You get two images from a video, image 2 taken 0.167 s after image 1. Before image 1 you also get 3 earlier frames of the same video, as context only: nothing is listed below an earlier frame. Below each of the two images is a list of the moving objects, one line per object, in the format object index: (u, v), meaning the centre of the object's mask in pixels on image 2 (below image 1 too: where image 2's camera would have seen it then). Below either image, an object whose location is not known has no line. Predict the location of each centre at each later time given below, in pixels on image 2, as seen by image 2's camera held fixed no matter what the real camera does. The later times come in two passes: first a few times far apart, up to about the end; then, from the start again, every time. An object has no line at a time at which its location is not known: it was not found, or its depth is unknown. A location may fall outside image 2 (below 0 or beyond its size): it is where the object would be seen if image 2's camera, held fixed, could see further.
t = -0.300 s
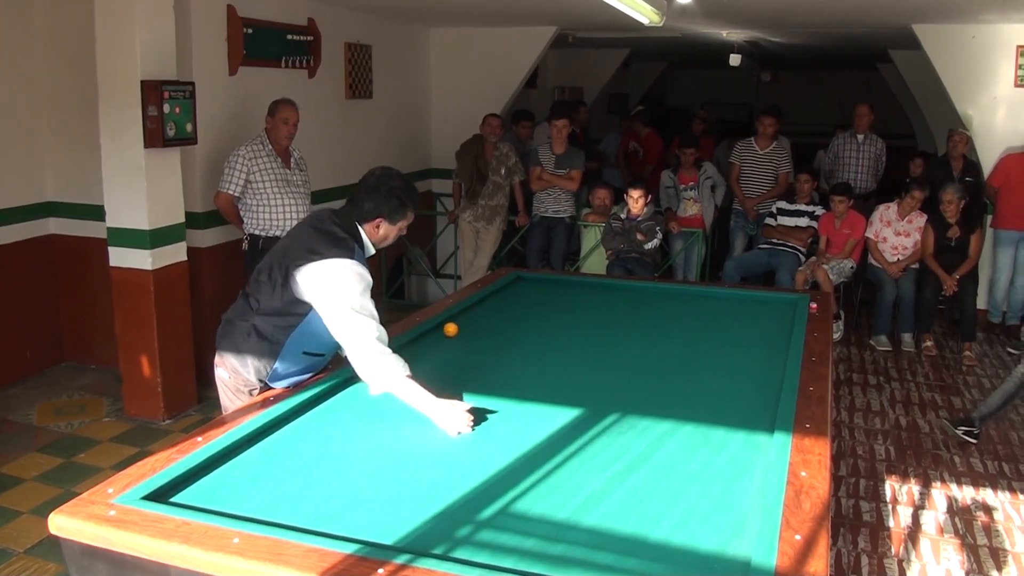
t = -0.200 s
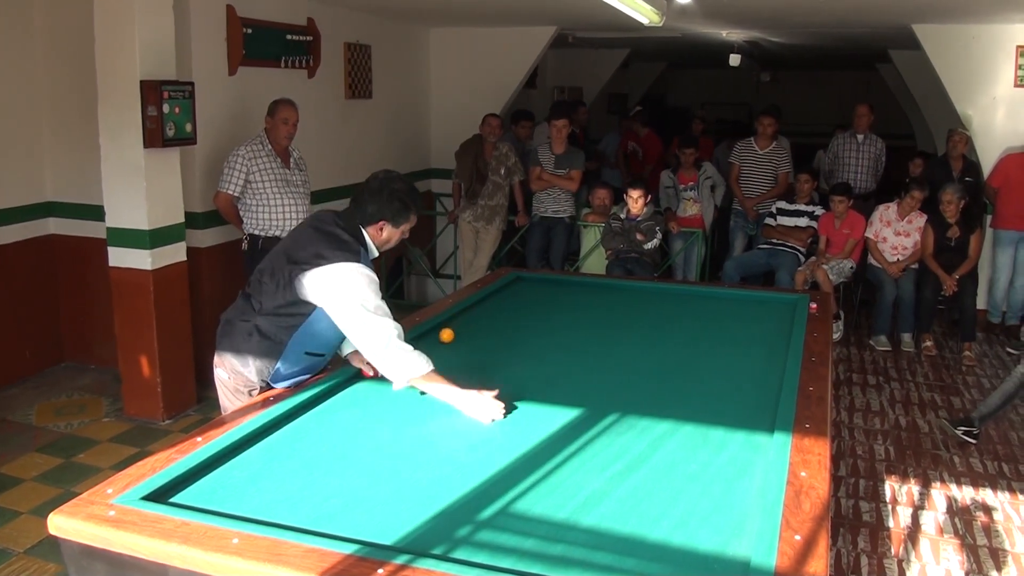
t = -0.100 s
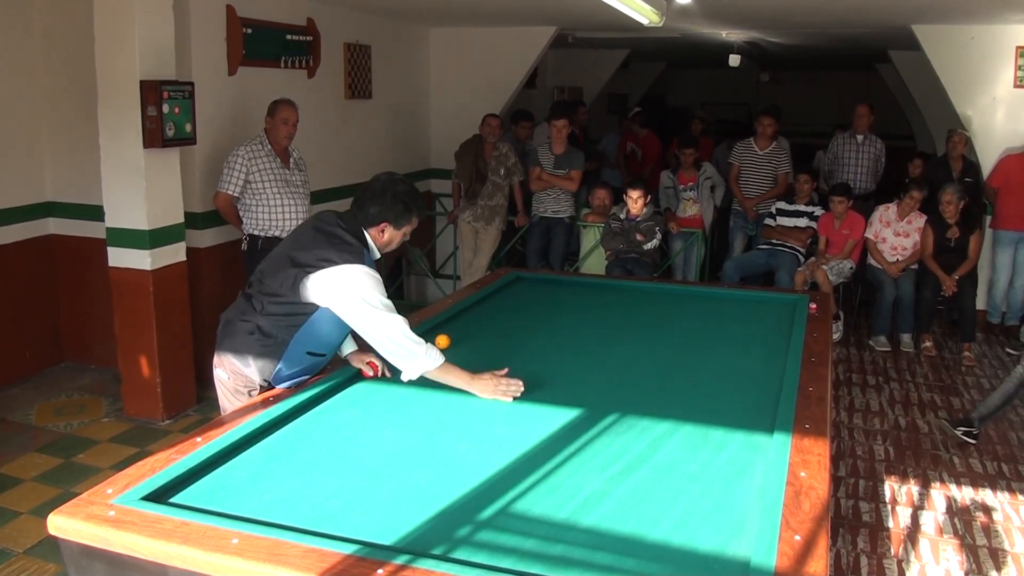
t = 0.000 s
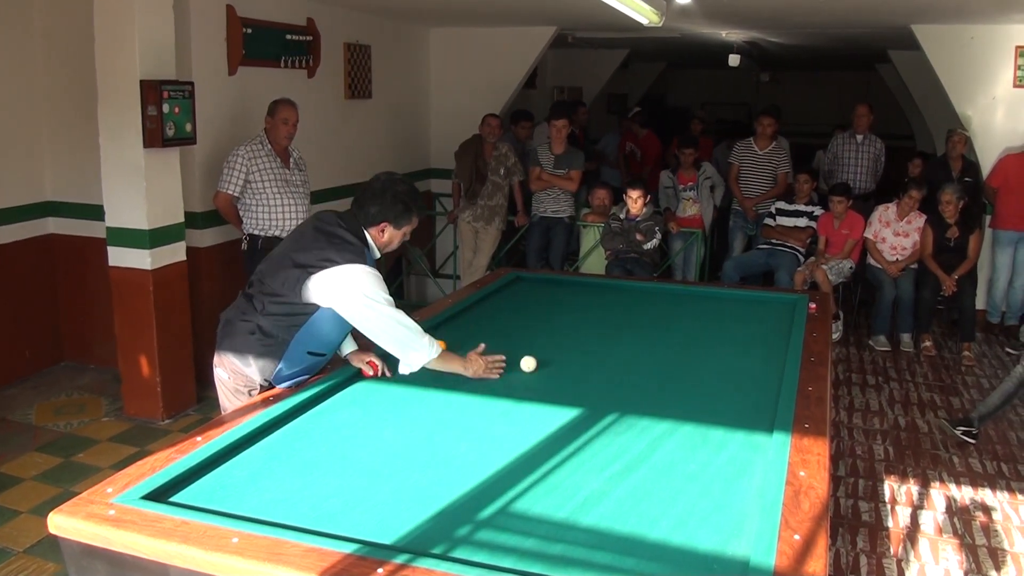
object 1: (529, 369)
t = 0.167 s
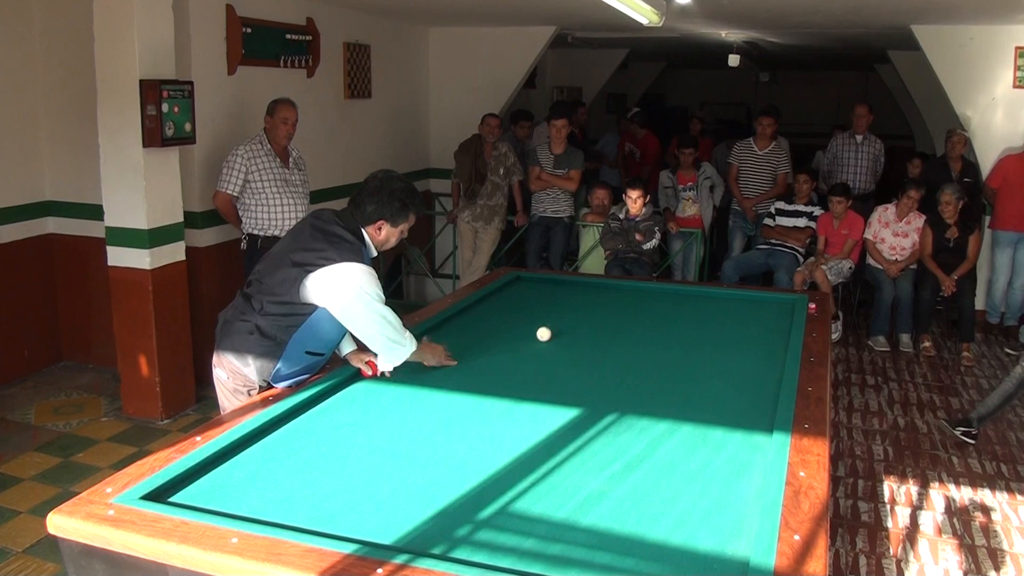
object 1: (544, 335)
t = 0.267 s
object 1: (551, 321)
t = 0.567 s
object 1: (565, 291)
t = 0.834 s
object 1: (543, 289)
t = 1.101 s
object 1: (498, 301)
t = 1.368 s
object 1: (471, 312)
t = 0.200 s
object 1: (546, 330)
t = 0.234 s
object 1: (549, 325)
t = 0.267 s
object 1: (551, 321)
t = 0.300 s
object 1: (552, 317)
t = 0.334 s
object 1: (554, 313)
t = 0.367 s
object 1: (556, 310)
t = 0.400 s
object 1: (558, 307)
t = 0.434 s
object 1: (559, 303)
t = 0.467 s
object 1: (561, 300)
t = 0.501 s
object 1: (562, 297)
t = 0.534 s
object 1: (563, 294)
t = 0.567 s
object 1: (565, 291)
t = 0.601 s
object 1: (566, 288)
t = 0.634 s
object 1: (567, 286)
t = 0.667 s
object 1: (568, 283)
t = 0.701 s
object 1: (567, 282)
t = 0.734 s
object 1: (561, 284)
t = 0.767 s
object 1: (555, 286)
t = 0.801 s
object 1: (549, 288)
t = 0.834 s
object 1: (543, 289)
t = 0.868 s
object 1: (537, 291)
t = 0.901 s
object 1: (532, 293)
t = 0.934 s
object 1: (526, 294)
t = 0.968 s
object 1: (520, 296)
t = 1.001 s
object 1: (515, 297)
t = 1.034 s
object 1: (509, 298)
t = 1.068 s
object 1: (504, 300)
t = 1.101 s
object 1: (498, 301)
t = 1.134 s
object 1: (493, 302)
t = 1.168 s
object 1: (487, 303)
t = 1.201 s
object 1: (482, 305)
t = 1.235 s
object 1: (476, 306)
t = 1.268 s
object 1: (472, 307)
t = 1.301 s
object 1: (472, 309)
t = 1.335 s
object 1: (472, 311)
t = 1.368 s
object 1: (471, 312)
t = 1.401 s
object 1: (470, 314)
